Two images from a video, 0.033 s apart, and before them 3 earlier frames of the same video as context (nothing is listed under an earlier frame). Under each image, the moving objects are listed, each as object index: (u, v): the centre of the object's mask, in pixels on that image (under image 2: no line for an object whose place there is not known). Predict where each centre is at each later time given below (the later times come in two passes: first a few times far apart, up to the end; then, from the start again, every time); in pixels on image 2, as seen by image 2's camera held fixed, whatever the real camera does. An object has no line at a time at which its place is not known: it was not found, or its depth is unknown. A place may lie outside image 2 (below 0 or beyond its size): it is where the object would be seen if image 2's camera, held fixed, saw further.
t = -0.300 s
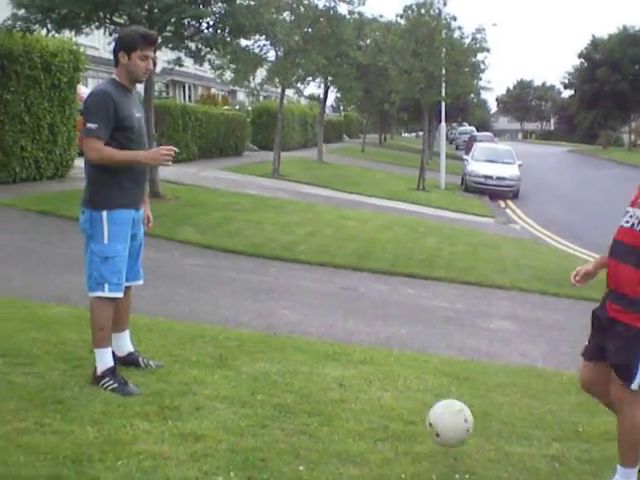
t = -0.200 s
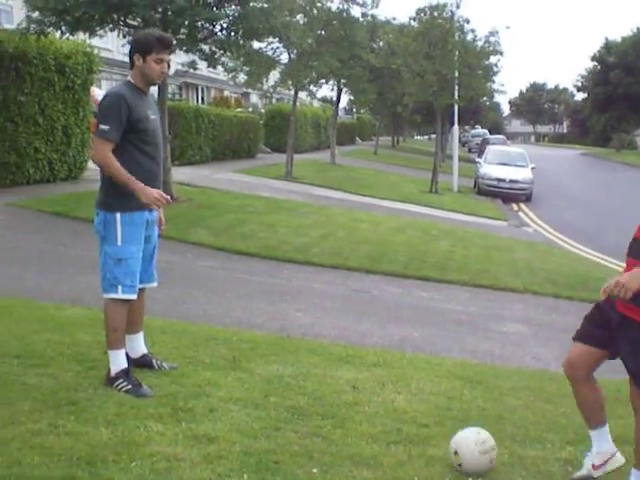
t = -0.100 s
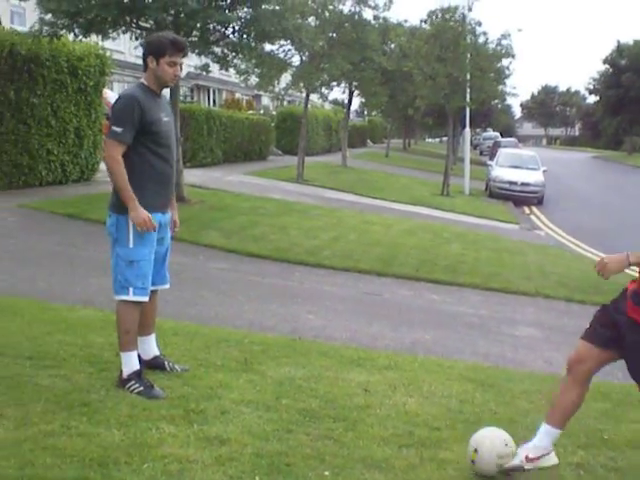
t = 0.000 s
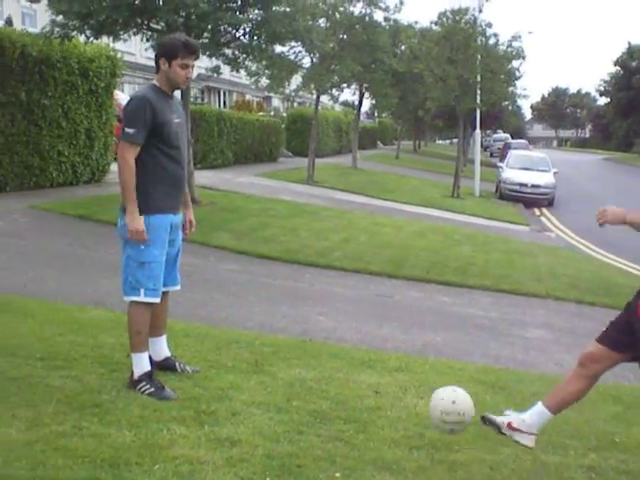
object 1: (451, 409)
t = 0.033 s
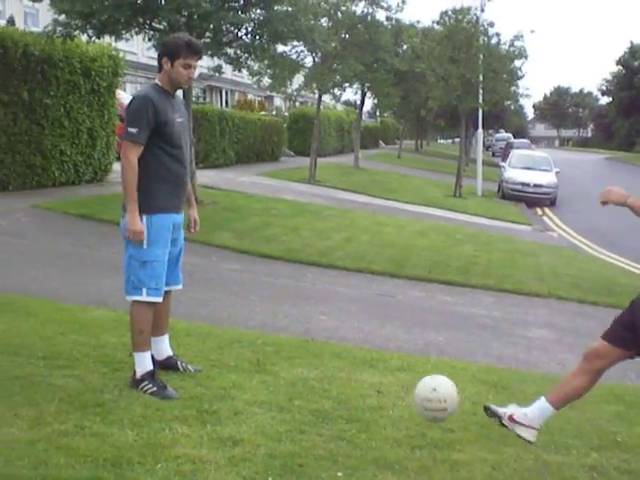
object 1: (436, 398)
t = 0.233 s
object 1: (342, 383)
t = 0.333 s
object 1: (303, 394)
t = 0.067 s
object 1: (419, 389)
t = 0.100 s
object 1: (402, 384)
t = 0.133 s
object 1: (387, 380)
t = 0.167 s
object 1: (371, 379)
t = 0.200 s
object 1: (356, 380)
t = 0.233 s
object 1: (342, 383)
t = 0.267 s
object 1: (327, 388)
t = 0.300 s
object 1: (313, 396)
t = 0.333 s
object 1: (303, 394)
